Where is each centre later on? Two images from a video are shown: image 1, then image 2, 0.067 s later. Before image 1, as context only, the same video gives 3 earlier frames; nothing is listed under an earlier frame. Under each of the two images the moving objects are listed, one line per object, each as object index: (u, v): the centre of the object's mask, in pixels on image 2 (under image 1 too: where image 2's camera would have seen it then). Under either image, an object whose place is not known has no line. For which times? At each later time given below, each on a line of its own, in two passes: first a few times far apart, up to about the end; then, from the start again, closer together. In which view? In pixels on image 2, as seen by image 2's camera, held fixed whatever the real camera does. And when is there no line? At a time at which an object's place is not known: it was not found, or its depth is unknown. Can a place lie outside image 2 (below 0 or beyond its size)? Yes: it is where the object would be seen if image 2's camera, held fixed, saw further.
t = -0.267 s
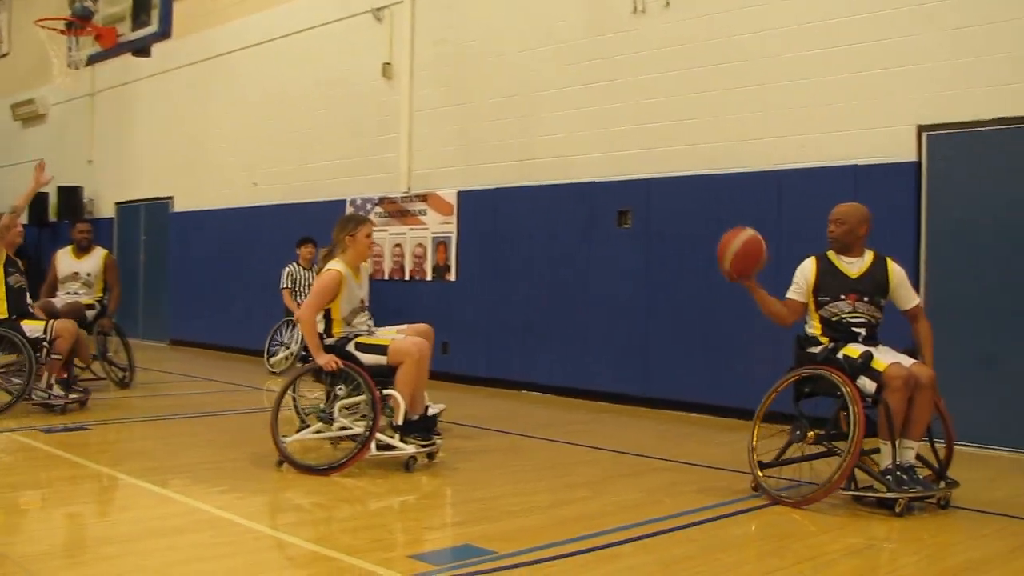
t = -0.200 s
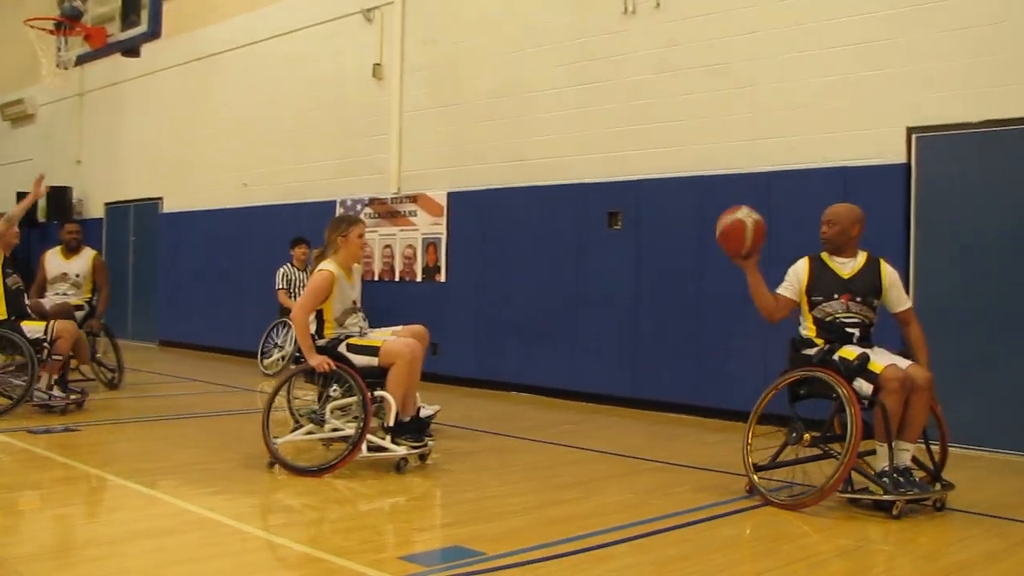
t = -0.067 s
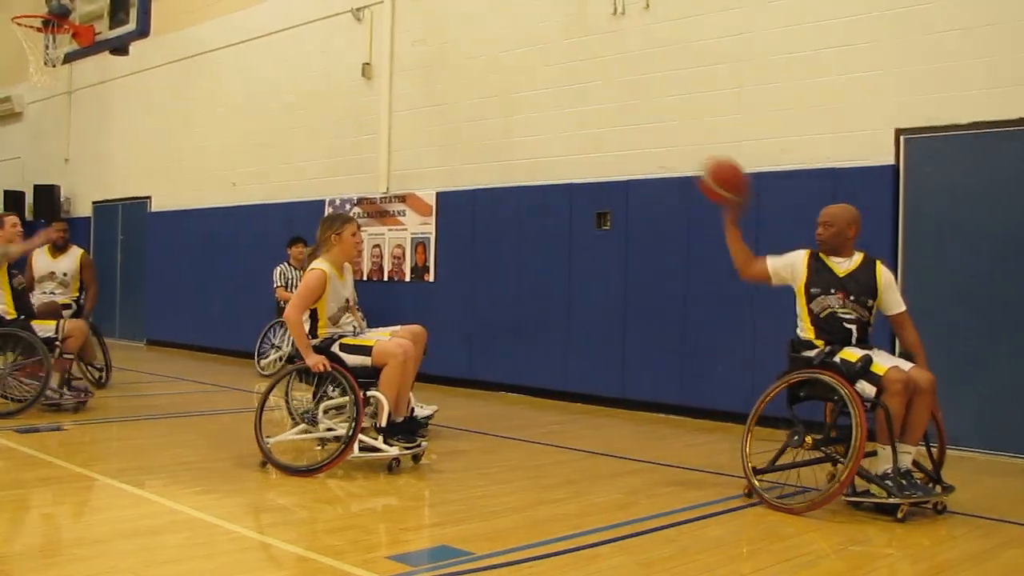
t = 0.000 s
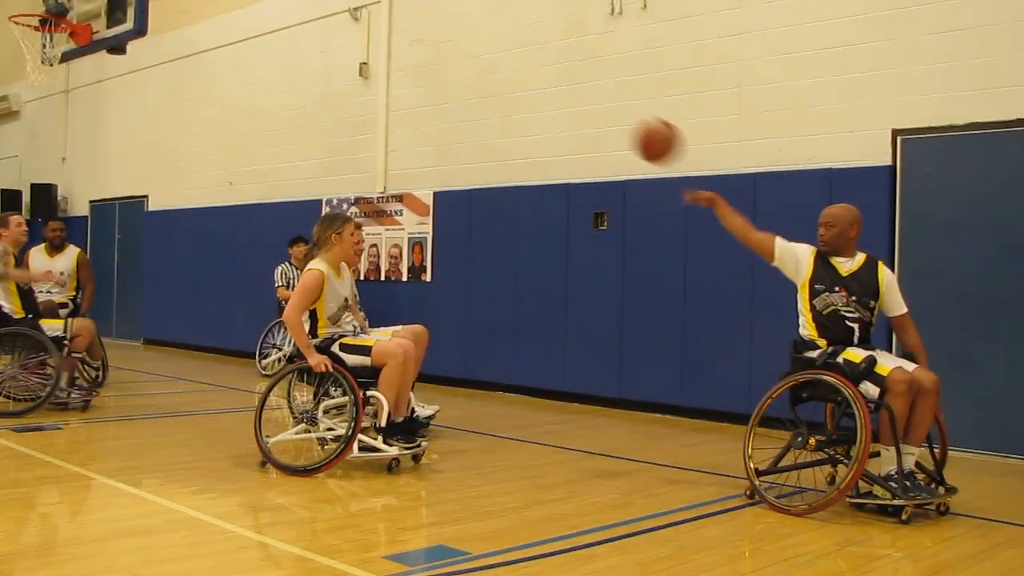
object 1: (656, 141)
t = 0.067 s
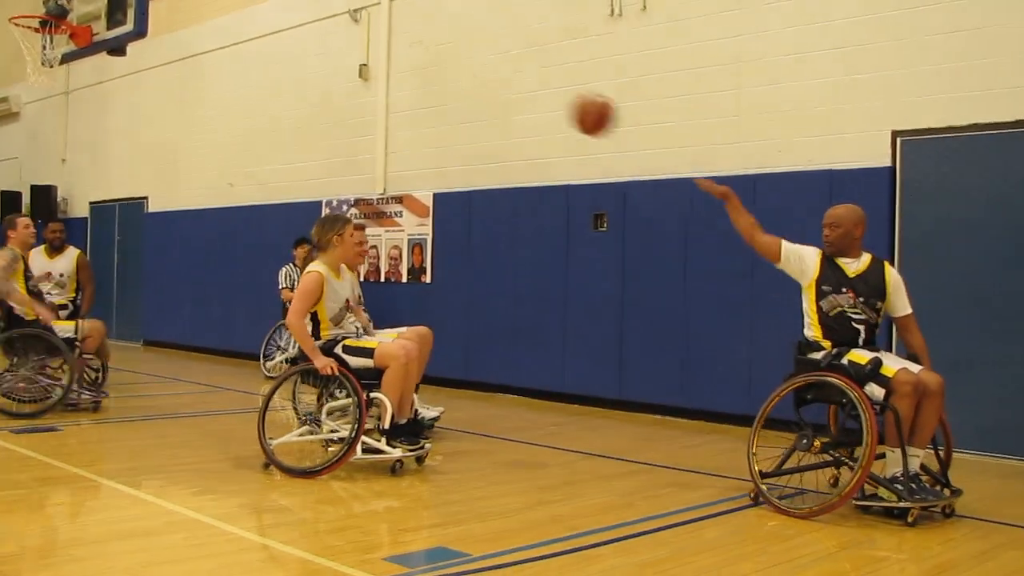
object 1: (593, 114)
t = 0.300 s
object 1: (403, 86)
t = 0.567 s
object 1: (236, 155)
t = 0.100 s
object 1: (563, 103)
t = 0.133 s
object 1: (534, 95)
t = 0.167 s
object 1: (506, 89)
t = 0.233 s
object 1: (454, 84)
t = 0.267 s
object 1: (429, 84)
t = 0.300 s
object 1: (403, 86)
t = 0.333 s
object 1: (379, 90)
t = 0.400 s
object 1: (334, 102)
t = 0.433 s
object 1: (312, 110)
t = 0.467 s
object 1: (292, 119)
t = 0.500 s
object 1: (272, 130)
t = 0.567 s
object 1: (236, 155)
